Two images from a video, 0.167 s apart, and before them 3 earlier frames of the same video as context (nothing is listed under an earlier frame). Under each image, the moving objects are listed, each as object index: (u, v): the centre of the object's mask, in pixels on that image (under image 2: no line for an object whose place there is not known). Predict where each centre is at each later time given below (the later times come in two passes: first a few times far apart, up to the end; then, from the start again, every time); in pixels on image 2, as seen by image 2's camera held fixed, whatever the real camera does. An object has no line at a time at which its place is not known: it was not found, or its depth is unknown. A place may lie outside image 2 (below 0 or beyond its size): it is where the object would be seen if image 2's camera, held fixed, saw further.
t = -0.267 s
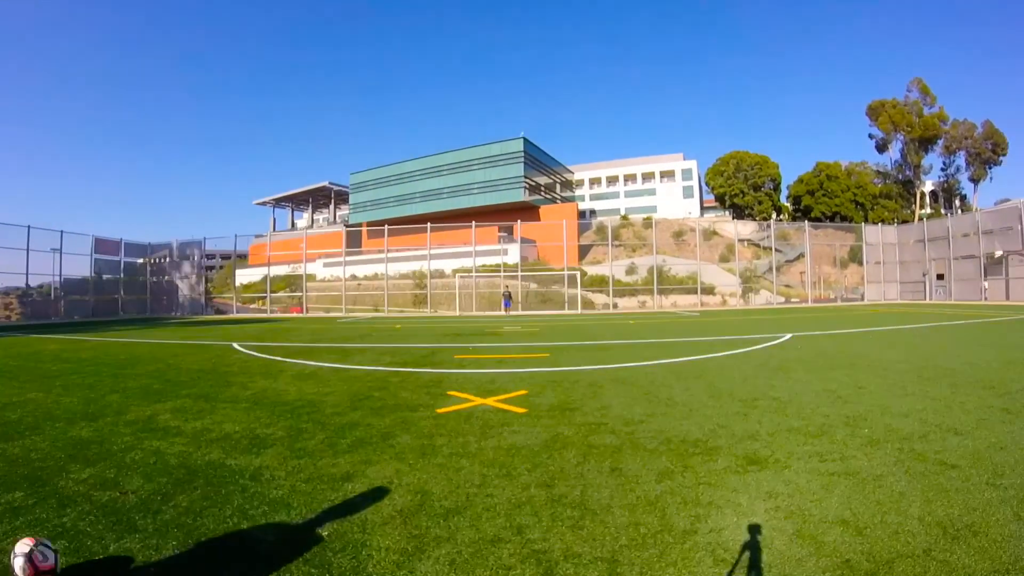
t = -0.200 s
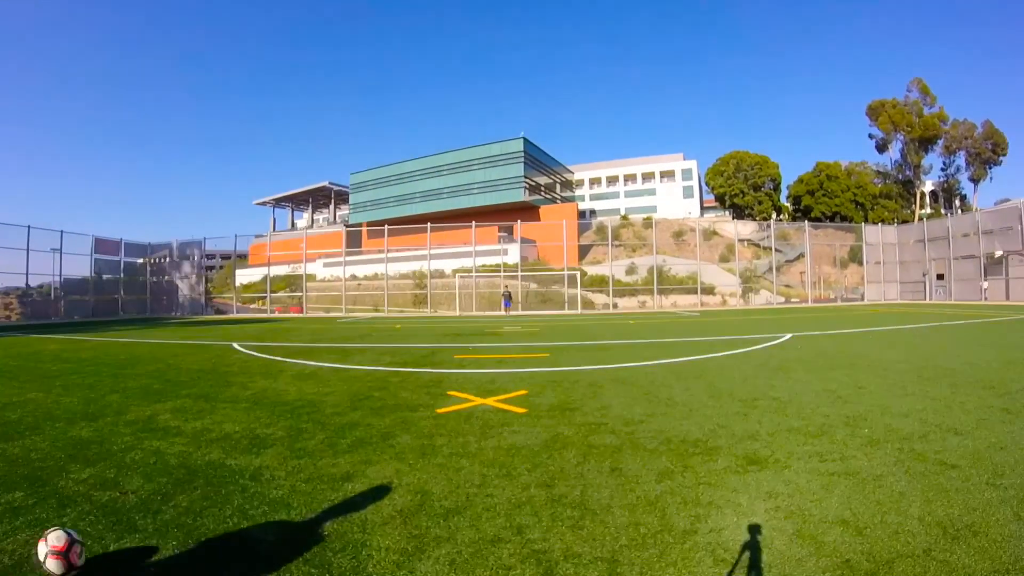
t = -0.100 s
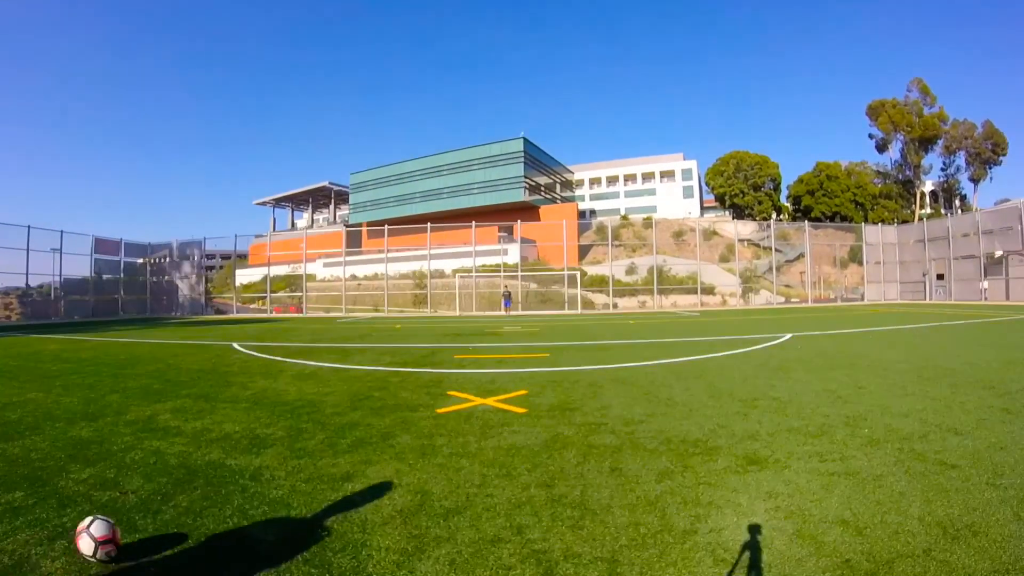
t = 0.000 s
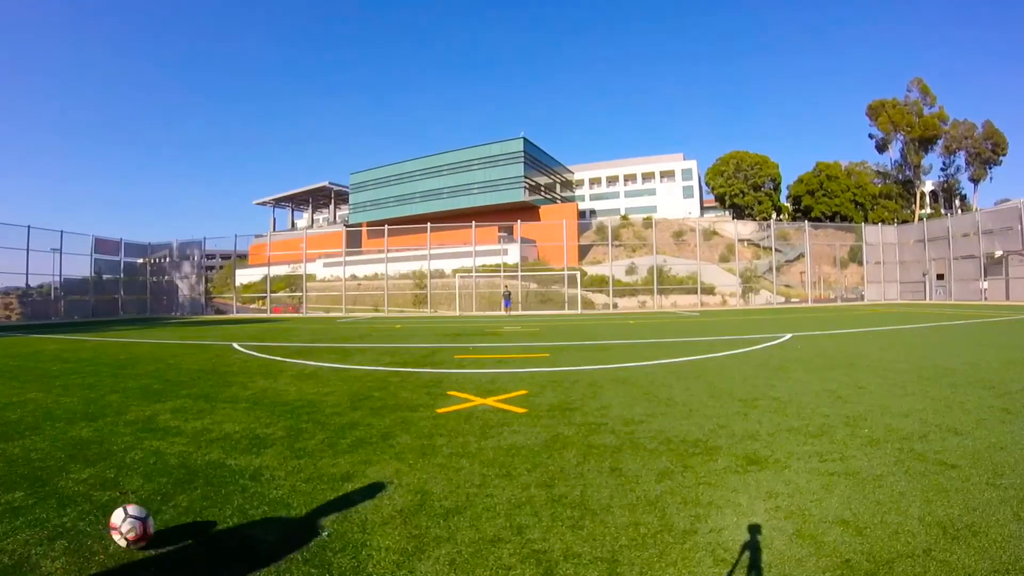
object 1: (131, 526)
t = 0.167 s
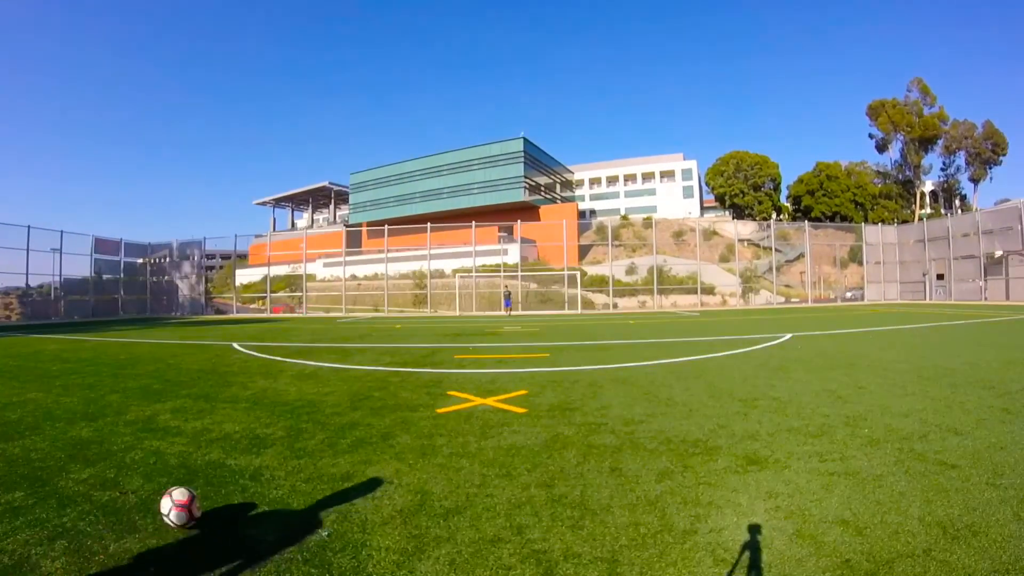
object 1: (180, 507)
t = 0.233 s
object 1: (198, 501)
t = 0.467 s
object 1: (251, 479)
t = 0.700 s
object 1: (295, 462)
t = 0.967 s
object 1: (336, 445)
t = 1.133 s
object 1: (357, 437)
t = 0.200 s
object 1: (189, 504)
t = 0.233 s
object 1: (198, 501)
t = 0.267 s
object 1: (207, 497)
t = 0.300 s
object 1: (214, 494)
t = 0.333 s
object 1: (222, 490)
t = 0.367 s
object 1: (229, 488)
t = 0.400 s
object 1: (237, 485)
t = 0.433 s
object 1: (244, 482)
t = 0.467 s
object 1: (251, 479)
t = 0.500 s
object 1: (257, 477)
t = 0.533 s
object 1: (264, 474)
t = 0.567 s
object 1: (271, 472)
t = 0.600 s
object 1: (277, 469)
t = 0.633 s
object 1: (284, 467)
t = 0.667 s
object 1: (290, 464)
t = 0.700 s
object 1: (295, 462)
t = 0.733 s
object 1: (301, 459)
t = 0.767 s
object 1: (306, 458)
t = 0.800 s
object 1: (312, 456)
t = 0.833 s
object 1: (317, 454)
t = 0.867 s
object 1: (322, 452)
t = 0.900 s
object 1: (326, 450)
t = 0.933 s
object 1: (331, 448)
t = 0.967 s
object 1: (336, 445)
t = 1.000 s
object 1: (340, 443)
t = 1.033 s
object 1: (345, 442)
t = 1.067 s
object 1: (349, 440)
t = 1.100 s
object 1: (353, 439)
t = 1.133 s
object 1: (357, 437)
